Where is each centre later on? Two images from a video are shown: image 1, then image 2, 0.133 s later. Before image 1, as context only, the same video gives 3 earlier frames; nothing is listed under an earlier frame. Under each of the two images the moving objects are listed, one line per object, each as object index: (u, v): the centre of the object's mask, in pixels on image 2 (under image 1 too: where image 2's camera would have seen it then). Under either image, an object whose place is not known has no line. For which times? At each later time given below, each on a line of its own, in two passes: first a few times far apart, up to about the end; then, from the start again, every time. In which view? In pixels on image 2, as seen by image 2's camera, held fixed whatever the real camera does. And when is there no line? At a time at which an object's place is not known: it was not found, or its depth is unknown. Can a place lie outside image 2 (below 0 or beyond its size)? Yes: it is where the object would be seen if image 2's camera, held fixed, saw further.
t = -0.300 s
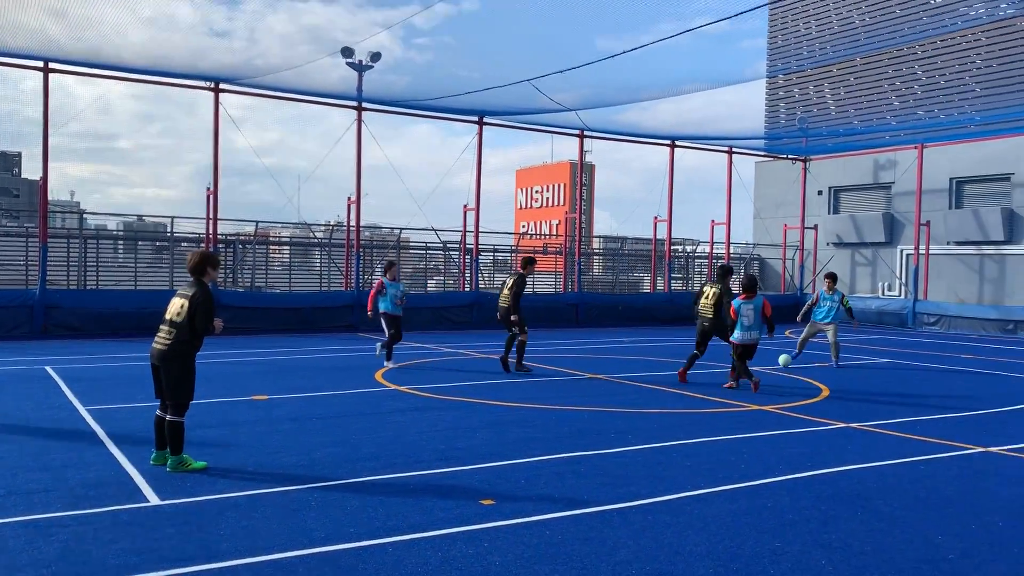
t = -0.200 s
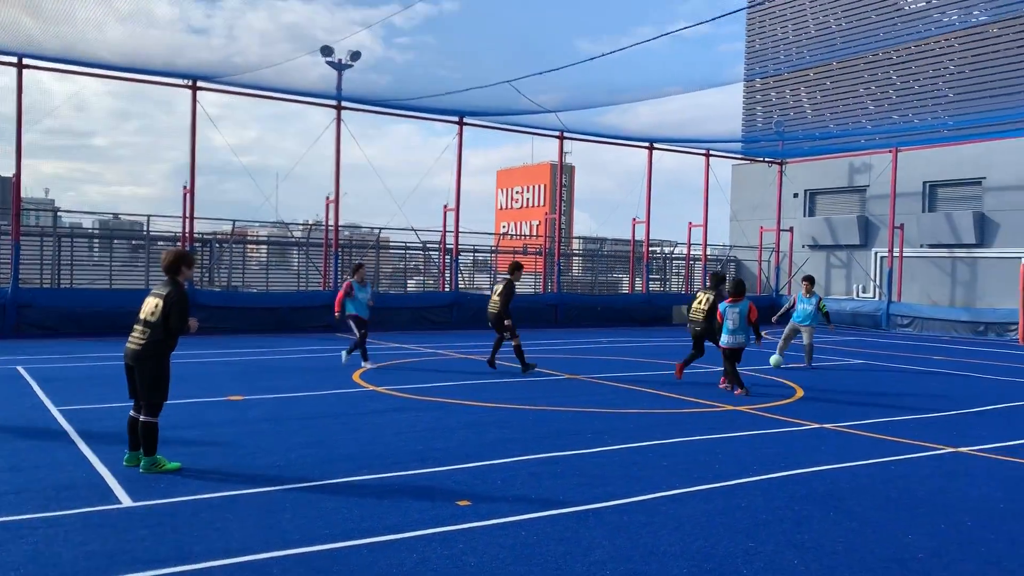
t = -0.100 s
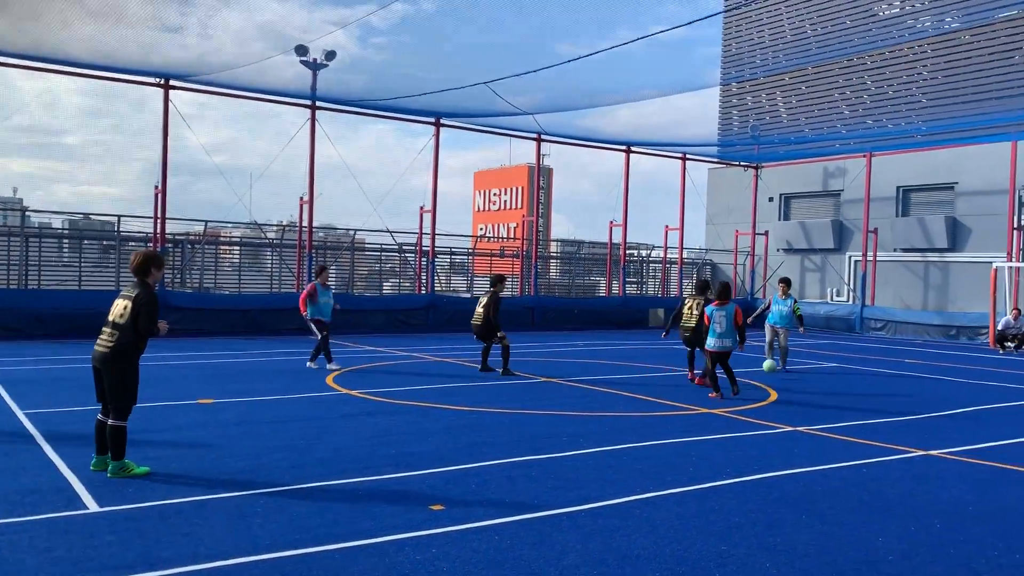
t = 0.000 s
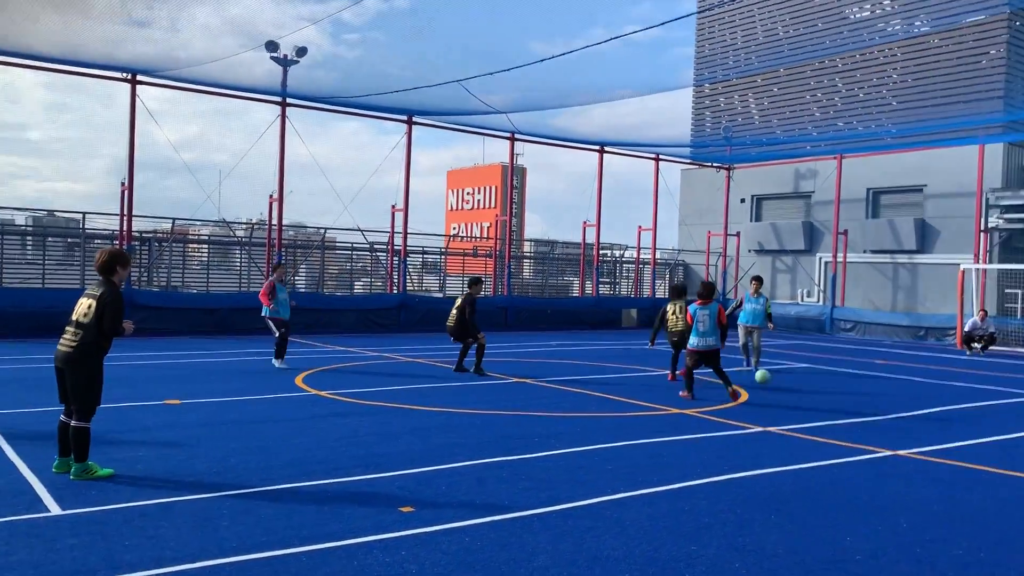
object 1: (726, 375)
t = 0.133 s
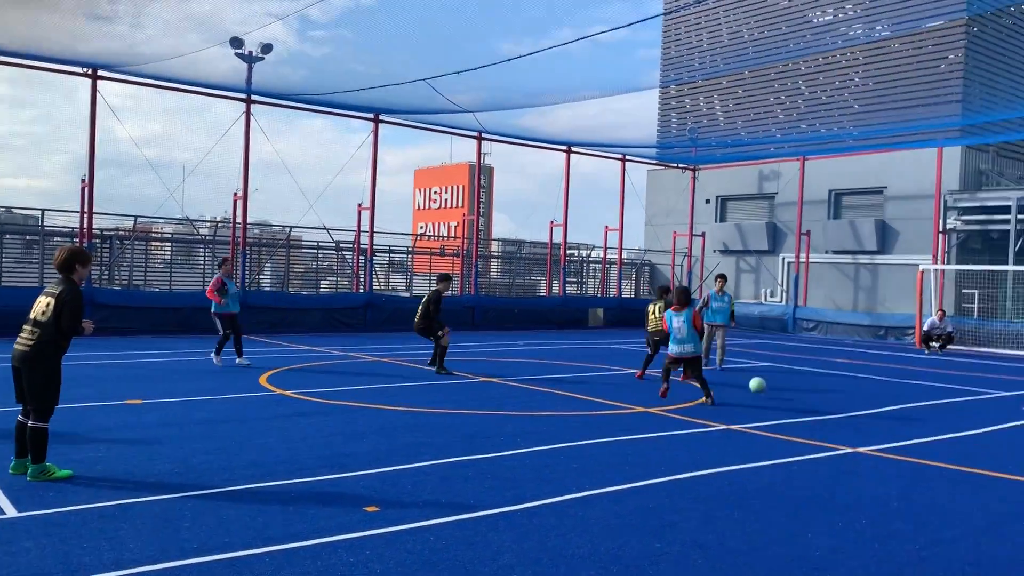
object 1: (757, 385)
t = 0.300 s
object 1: (801, 403)
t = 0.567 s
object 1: (887, 429)
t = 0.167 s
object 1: (765, 387)
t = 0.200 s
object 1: (774, 390)
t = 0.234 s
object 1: (783, 395)
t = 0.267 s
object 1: (793, 401)
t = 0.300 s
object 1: (801, 403)
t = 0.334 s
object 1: (811, 405)
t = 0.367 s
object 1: (820, 408)
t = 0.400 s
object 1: (829, 412)
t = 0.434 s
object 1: (840, 417)
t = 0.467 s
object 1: (851, 419)
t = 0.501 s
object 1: (863, 422)
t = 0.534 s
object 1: (874, 427)
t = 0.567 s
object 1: (887, 429)
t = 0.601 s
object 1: (900, 432)
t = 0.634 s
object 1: (914, 437)
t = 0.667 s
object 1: (927, 442)
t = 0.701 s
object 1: (943, 446)
